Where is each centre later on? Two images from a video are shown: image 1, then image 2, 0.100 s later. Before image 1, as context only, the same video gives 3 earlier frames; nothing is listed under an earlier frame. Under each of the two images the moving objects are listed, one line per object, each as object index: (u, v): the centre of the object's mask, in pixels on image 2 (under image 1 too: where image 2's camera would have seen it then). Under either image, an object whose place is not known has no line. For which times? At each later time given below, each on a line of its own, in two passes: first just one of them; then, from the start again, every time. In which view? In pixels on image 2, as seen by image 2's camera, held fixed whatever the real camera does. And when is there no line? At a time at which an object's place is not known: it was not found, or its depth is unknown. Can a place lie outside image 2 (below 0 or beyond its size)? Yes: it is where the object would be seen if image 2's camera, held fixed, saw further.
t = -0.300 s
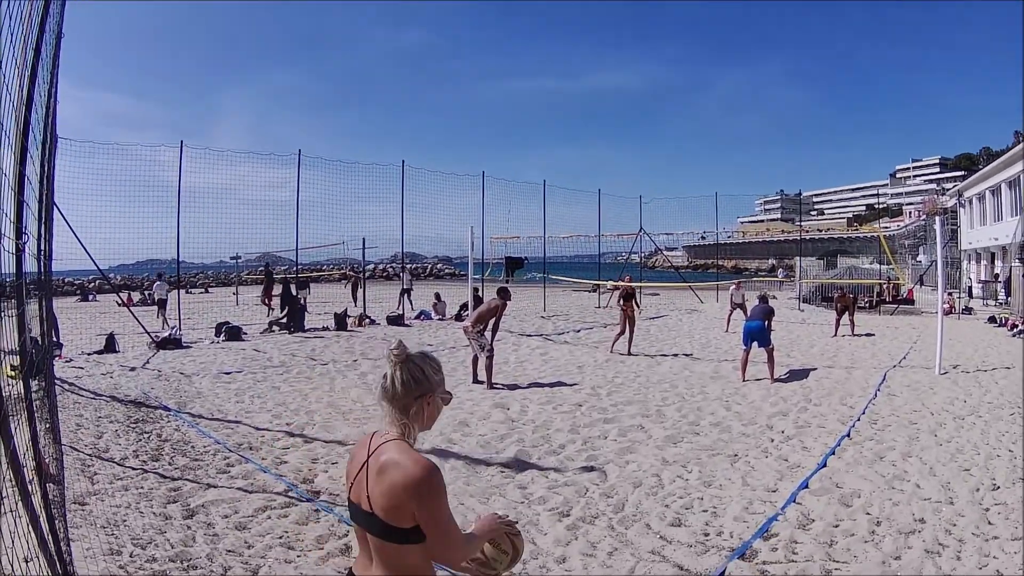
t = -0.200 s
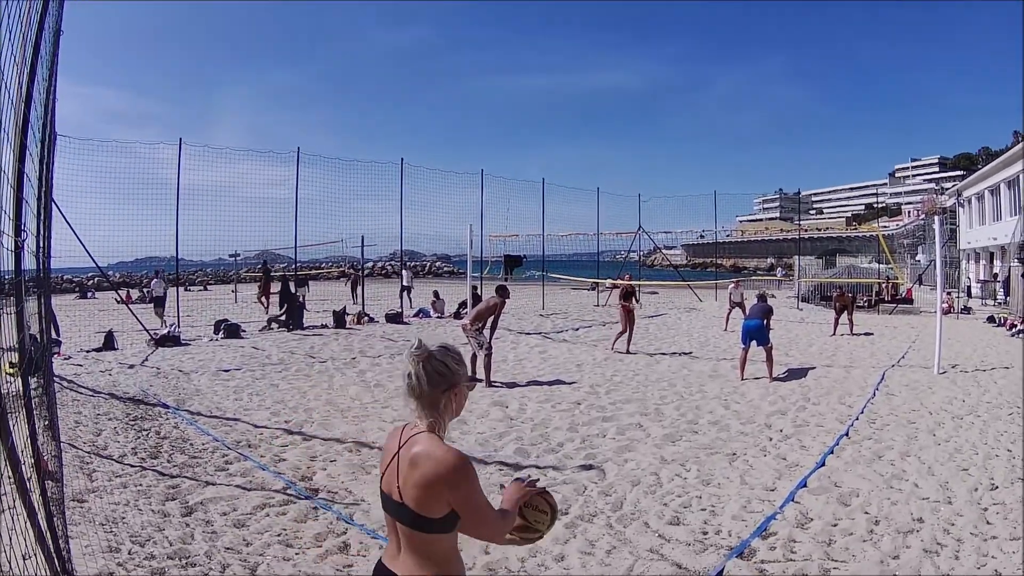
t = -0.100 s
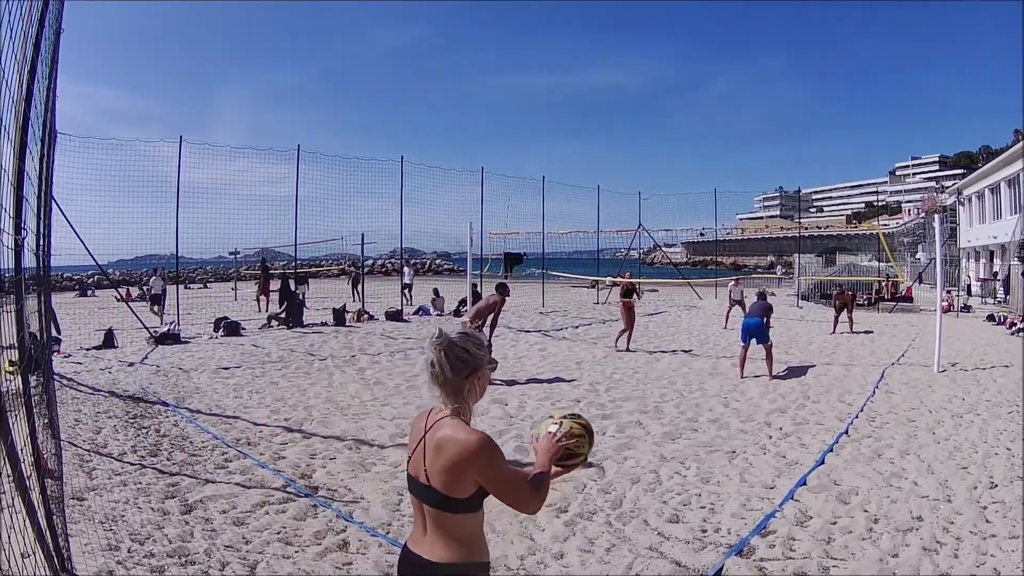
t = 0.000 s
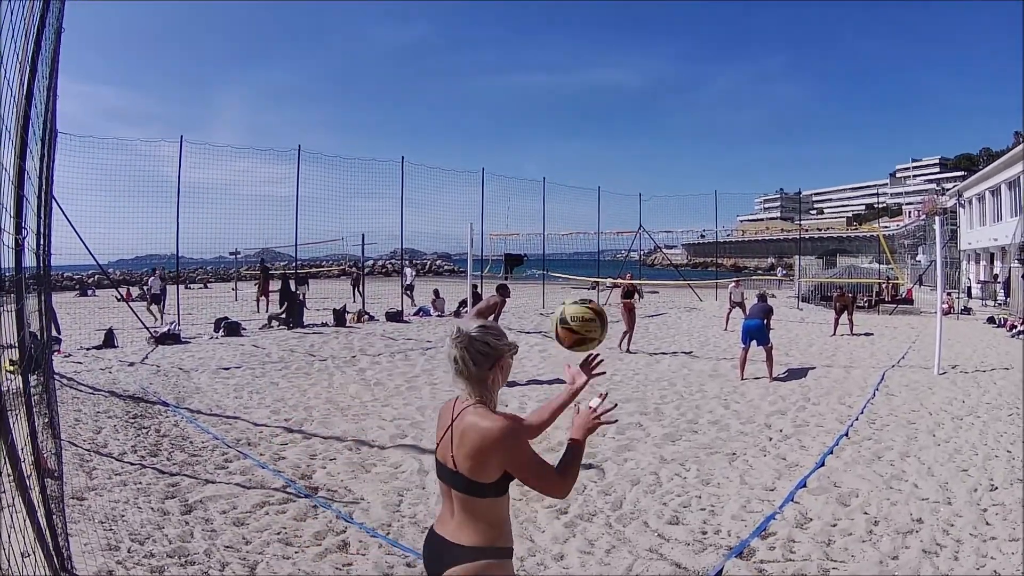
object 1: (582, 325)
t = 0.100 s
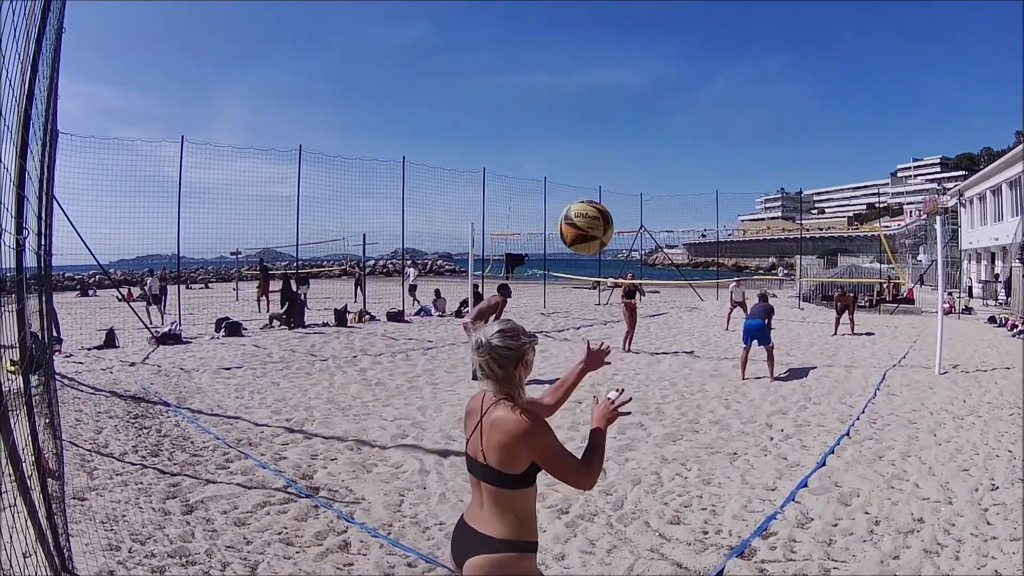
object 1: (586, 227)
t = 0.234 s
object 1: (591, 141)
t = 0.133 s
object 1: (587, 201)
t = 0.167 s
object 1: (588, 178)
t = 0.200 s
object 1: (589, 158)
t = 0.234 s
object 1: (591, 141)
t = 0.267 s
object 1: (592, 127)
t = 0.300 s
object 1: (593, 116)
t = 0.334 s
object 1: (595, 107)
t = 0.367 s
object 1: (596, 101)
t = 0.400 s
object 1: (597, 97)
